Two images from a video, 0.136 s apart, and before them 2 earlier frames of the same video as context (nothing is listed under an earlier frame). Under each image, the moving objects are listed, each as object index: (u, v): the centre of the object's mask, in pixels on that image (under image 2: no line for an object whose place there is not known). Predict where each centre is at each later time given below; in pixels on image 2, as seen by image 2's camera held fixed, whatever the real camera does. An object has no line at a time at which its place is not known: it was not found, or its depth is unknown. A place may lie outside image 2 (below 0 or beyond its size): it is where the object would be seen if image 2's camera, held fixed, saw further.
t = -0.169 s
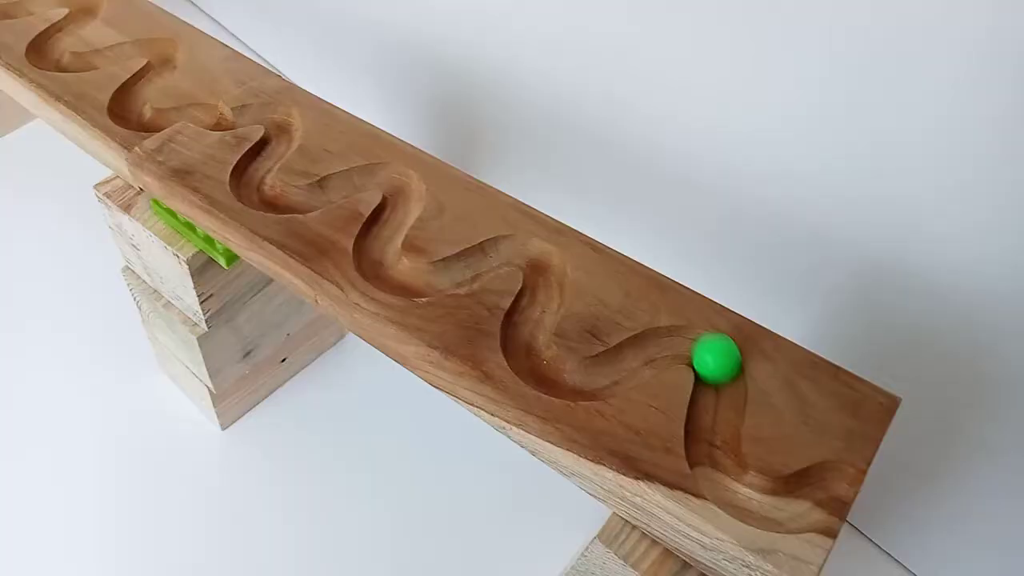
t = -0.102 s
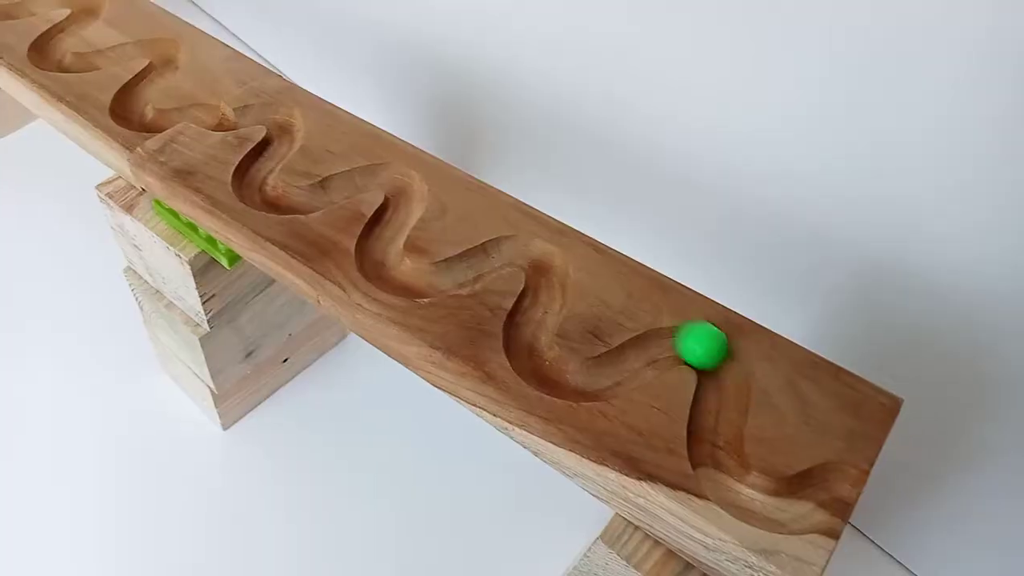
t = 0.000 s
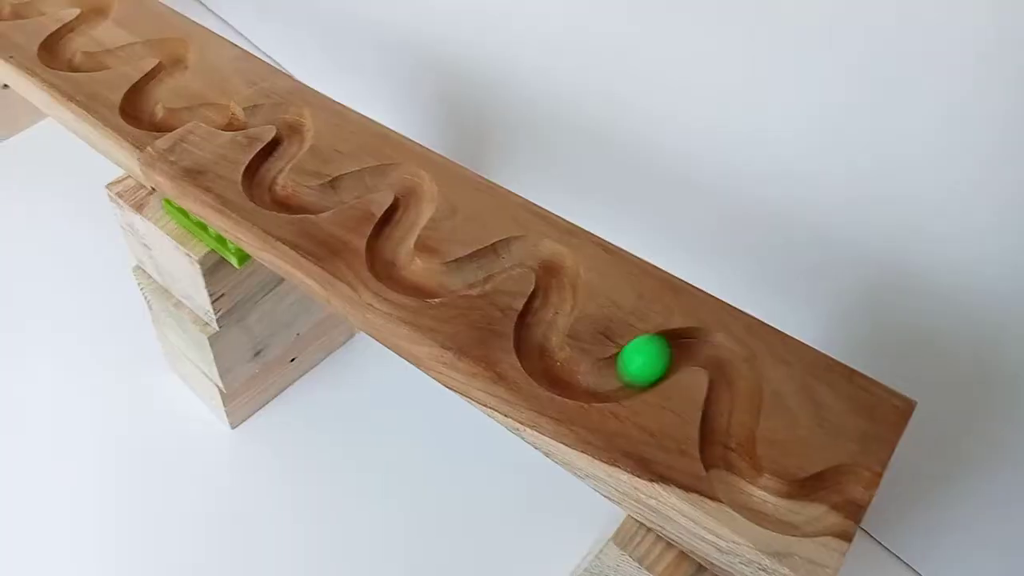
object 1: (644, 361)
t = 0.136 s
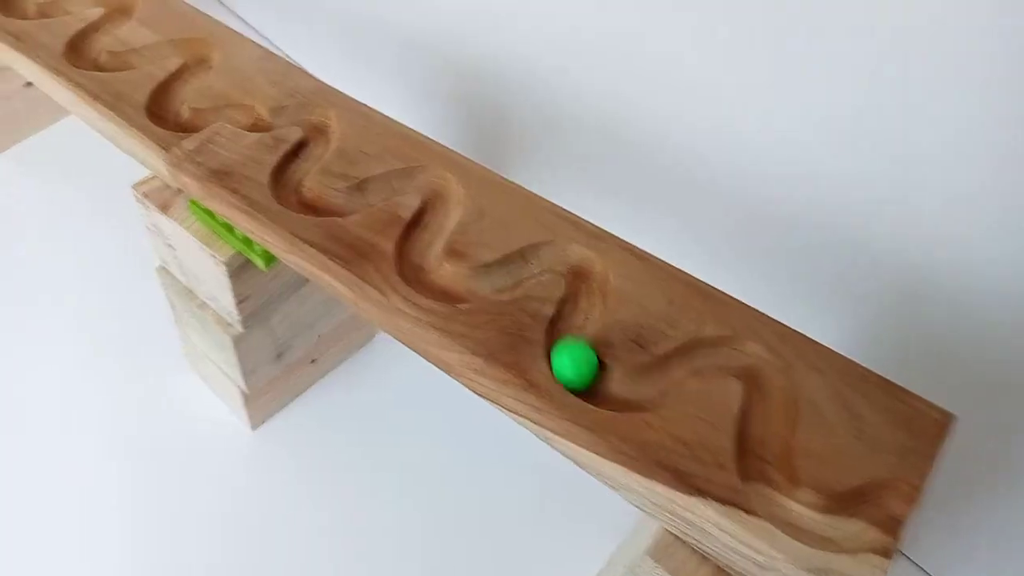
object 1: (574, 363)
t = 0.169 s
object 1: (569, 337)
